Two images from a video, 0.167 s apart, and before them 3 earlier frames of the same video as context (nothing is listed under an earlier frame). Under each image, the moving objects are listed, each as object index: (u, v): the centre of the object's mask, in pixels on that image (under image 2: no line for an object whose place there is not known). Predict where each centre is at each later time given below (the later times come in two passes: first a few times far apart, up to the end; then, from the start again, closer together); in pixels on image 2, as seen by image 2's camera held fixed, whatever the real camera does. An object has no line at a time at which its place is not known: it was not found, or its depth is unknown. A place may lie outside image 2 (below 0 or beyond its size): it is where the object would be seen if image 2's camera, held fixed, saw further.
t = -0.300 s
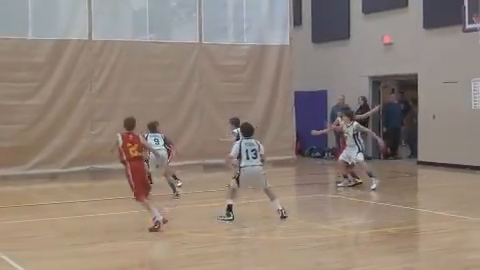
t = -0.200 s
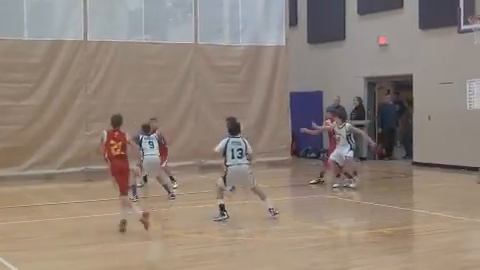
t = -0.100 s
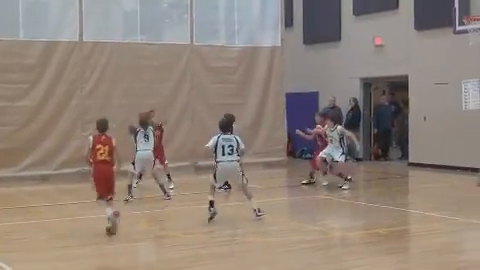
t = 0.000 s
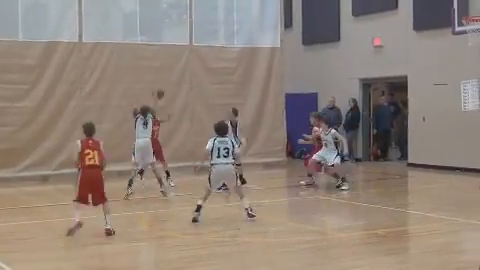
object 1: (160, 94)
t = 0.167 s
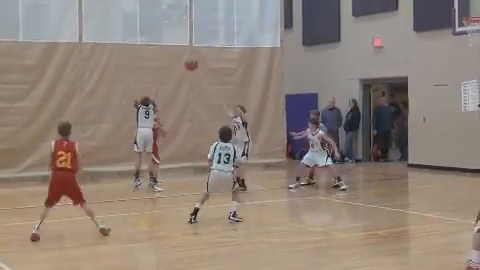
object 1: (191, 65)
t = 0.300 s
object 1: (221, 47)
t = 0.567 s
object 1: (296, 45)
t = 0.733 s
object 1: (359, 73)
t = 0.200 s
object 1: (198, 60)
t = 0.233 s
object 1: (206, 53)
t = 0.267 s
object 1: (214, 50)
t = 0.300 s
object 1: (221, 47)
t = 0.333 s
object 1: (229, 44)
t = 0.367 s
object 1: (238, 42)
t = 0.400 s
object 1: (247, 41)
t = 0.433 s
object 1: (256, 40)
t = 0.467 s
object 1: (265, 40)
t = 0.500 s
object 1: (276, 40)
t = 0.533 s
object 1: (286, 44)
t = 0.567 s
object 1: (296, 45)
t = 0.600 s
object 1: (307, 48)
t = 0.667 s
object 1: (331, 59)
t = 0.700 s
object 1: (345, 65)
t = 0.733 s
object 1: (359, 73)
